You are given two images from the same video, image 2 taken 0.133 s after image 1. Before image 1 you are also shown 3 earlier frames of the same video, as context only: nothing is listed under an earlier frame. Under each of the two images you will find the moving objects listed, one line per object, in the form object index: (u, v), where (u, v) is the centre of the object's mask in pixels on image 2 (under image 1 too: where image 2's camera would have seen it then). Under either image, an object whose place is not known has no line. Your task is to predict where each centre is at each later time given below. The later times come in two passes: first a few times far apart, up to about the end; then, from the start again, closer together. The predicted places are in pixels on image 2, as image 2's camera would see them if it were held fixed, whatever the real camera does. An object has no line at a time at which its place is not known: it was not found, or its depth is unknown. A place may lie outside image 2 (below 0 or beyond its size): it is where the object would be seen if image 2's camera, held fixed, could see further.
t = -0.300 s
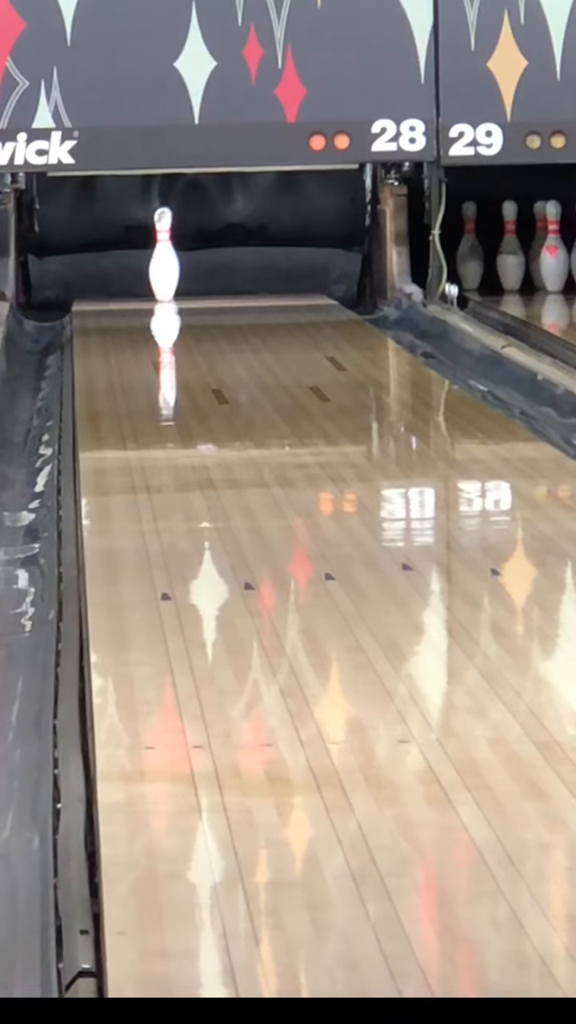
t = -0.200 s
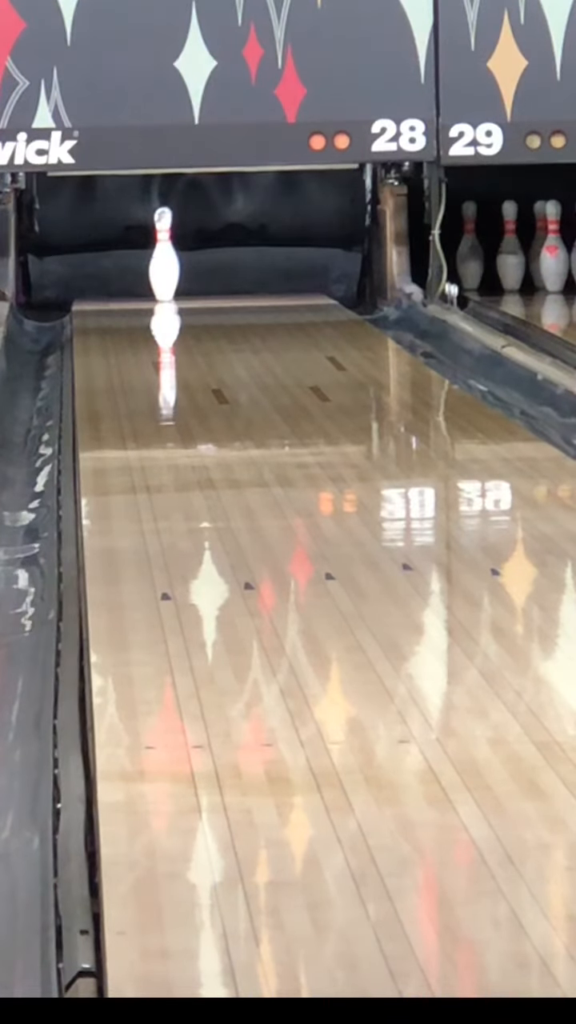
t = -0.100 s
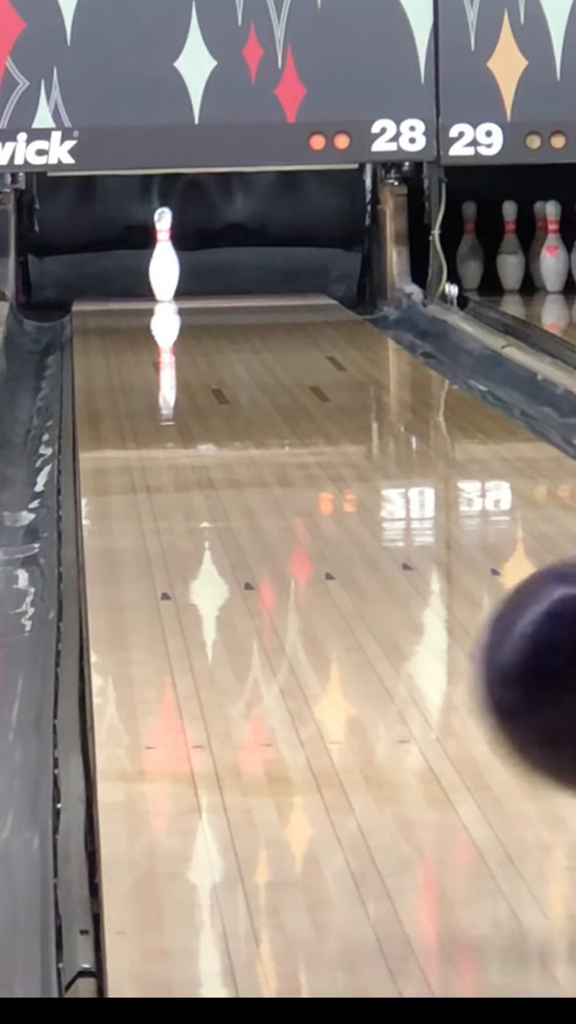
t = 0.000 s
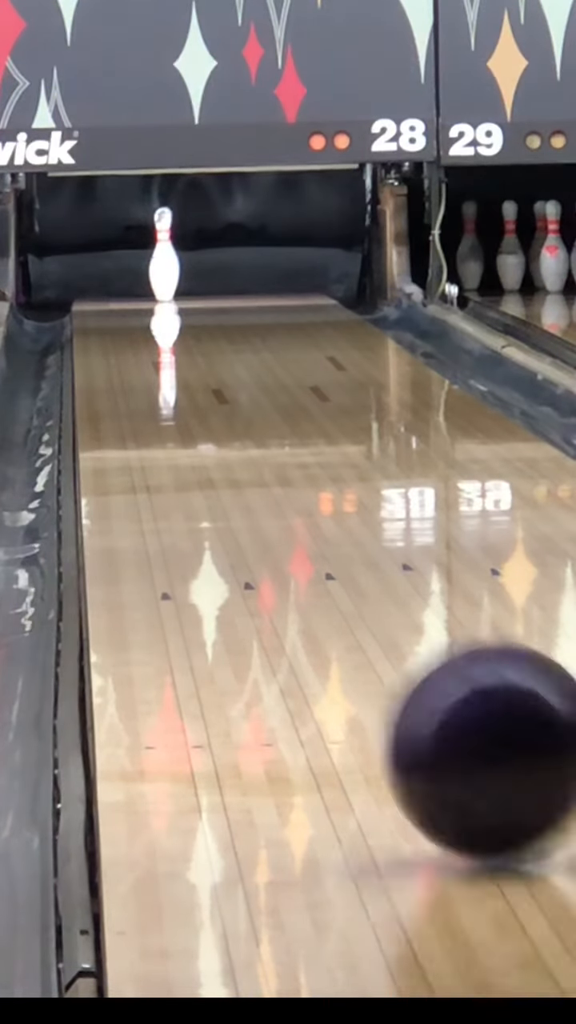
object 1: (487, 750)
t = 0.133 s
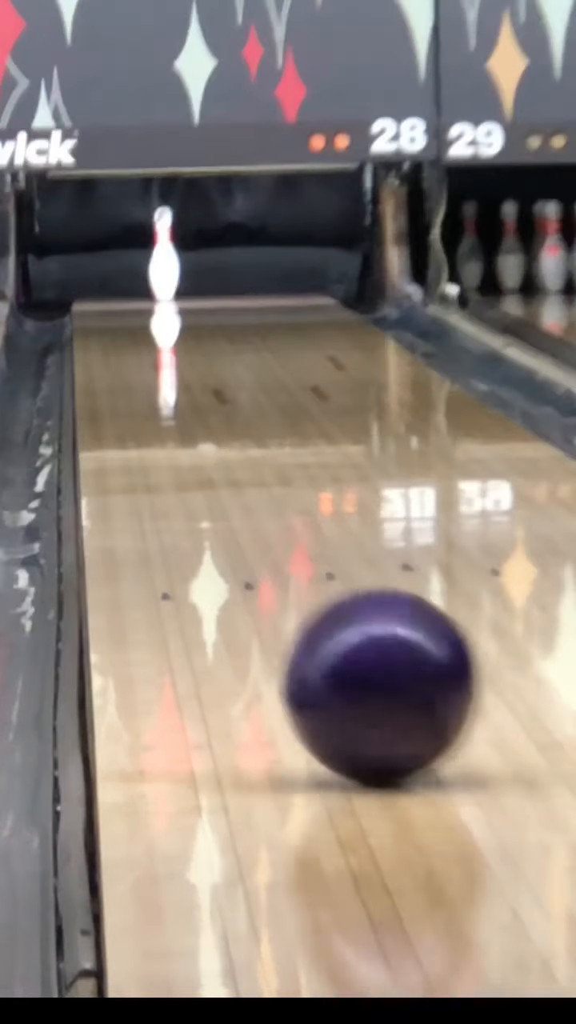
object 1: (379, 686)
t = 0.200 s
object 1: (332, 657)
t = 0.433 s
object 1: (200, 579)
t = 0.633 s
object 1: (115, 530)
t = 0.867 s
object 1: (42, 512)
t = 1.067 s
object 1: (38, 487)
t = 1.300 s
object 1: (31, 463)
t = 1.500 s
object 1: (31, 442)
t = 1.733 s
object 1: (31, 421)
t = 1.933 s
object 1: (31, 405)
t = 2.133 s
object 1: (32, 393)
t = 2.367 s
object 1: (32, 377)
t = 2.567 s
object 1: (33, 367)
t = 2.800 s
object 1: (33, 353)
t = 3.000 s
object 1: (35, 342)
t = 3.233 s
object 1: (37, 330)
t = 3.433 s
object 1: (39, 323)
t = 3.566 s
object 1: (38, 318)
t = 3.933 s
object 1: (40, 305)
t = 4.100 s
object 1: (45, 293)
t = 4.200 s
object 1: (44, 297)
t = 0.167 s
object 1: (354, 671)
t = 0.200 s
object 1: (332, 657)
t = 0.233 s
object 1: (310, 644)
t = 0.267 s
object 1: (290, 632)
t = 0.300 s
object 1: (271, 621)
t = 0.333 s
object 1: (251, 609)
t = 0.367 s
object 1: (233, 599)
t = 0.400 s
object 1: (216, 588)
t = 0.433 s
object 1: (200, 579)
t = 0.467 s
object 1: (184, 571)
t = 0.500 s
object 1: (169, 560)
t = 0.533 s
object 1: (155, 553)
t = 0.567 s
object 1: (141, 545)
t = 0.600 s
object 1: (128, 538)
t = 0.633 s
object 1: (115, 530)
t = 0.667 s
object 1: (103, 523)
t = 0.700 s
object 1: (91, 516)
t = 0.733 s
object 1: (79, 510)
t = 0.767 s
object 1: (69, 506)
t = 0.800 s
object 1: (58, 503)
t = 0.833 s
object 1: (49, 505)
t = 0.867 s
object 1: (42, 512)
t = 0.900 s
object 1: (32, 518)
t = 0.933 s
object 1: (30, 515)
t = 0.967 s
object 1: (34, 506)
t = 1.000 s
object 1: (38, 497)
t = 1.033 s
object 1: (39, 492)
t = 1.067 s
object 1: (38, 487)
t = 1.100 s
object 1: (36, 483)
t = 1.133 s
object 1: (33, 482)
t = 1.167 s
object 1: (31, 481)
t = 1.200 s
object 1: (31, 474)
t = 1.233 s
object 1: (31, 473)
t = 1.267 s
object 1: (31, 468)
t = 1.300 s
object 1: (31, 463)
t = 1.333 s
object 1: (31, 460)
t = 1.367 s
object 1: (32, 453)
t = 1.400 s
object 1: (32, 449)
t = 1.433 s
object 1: (31, 447)
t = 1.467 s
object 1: (31, 444)
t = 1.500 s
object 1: (31, 442)
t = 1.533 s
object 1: (31, 438)
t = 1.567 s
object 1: (31, 435)
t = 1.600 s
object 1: (31, 431)
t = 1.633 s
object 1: (31, 428)
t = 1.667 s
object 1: (31, 425)
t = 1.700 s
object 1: (31, 423)
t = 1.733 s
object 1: (31, 421)
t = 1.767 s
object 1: (31, 418)
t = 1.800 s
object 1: (31, 413)
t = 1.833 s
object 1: (31, 412)
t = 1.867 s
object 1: (31, 409)
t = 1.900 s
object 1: (31, 406)
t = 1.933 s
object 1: (31, 405)
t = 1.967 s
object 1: (32, 402)
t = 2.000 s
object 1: (32, 400)
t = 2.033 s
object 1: (32, 398)
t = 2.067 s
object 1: (32, 396)
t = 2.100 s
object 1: (32, 394)
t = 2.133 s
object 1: (32, 393)
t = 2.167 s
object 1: (32, 390)
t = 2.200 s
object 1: (32, 387)
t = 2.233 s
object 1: (32, 386)
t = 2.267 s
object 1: (32, 384)
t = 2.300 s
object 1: (32, 382)
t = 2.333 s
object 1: (32, 380)
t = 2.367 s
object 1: (32, 377)
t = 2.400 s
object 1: (33, 375)
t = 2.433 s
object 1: (32, 374)
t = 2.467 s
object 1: (33, 372)
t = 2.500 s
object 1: (33, 371)
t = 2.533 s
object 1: (33, 369)
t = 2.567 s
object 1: (33, 367)
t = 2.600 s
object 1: (33, 364)
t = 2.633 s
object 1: (33, 363)
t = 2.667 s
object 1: (33, 361)
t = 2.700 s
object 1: (33, 359)
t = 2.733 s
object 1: (33, 358)
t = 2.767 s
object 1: (33, 356)
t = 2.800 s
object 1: (33, 353)
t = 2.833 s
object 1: (34, 352)
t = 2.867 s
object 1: (35, 348)
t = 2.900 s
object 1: (35, 347)
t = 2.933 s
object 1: (35, 345)
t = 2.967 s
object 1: (35, 344)
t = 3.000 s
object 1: (35, 342)
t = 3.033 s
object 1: (35, 340)
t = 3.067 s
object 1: (36, 339)
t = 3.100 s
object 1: (36, 337)
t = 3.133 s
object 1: (36, 335)
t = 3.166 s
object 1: (36, 334)
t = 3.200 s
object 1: (36, 333)
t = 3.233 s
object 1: (37, 330)
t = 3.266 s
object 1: (37, 328)
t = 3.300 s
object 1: (39, 326)
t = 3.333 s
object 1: (40, 325)
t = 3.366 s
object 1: (39, 325)
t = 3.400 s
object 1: (39, 324)
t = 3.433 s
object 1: (39, 323)
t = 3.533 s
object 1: (38, 320)
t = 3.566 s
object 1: (38, 318)
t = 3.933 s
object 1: (40, 305)
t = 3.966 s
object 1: (41, 304)
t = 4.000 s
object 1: (42, 303)
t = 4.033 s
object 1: (43, 301)
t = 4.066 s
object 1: (44, 297)
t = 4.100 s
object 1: (45, 293)
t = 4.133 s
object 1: (45, 293)
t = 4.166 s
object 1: (46, 294)
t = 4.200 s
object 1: (44, 297)
